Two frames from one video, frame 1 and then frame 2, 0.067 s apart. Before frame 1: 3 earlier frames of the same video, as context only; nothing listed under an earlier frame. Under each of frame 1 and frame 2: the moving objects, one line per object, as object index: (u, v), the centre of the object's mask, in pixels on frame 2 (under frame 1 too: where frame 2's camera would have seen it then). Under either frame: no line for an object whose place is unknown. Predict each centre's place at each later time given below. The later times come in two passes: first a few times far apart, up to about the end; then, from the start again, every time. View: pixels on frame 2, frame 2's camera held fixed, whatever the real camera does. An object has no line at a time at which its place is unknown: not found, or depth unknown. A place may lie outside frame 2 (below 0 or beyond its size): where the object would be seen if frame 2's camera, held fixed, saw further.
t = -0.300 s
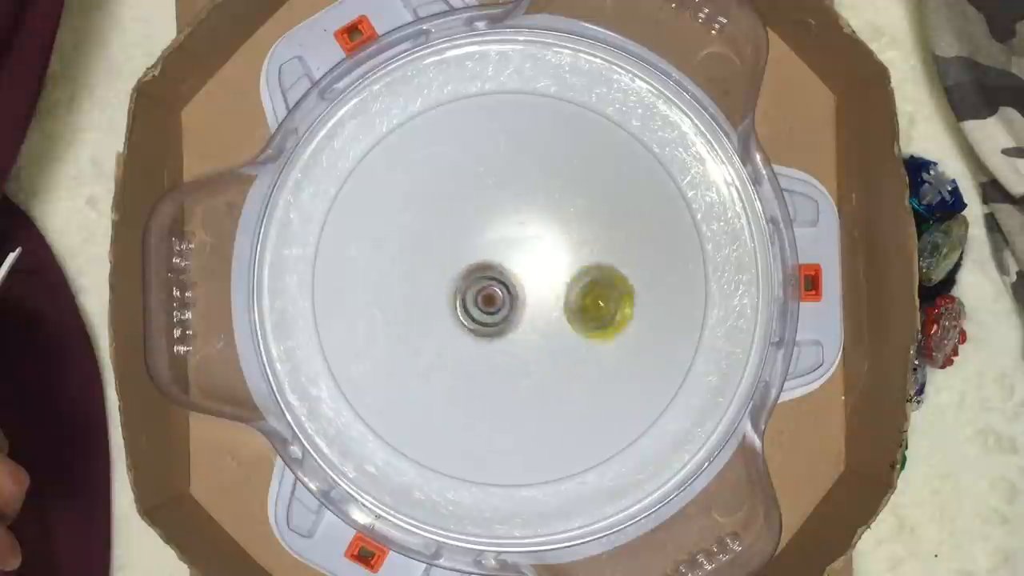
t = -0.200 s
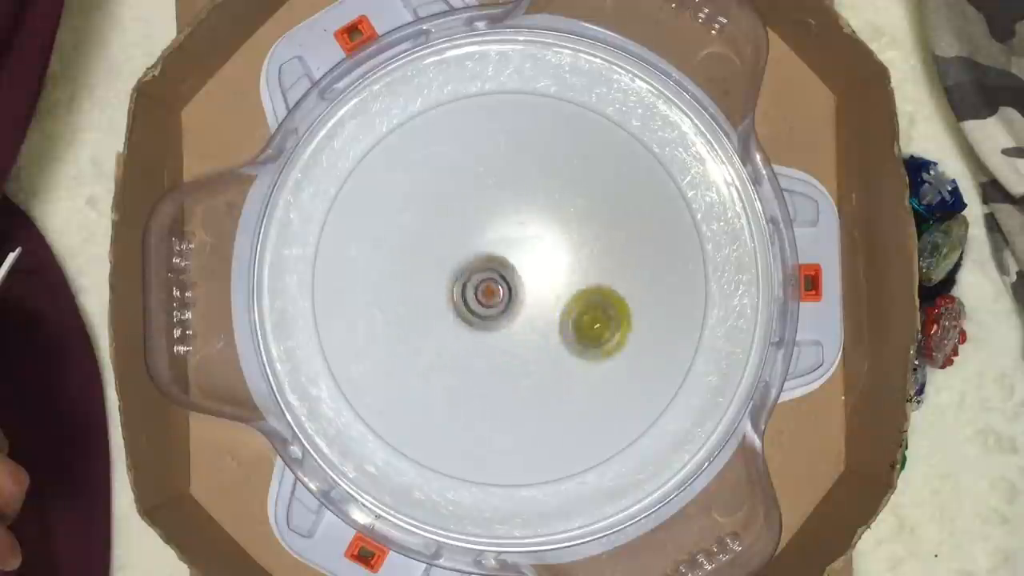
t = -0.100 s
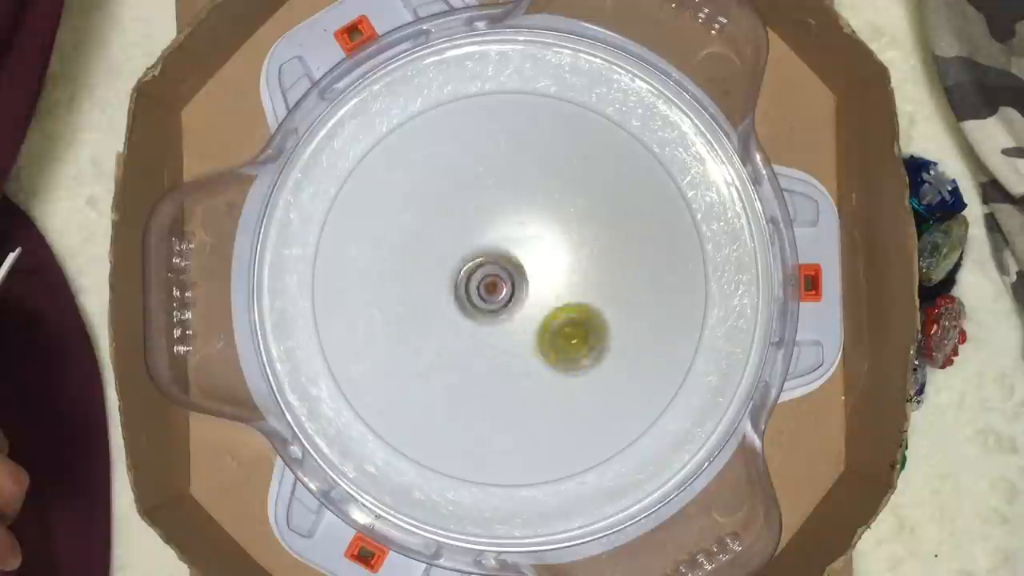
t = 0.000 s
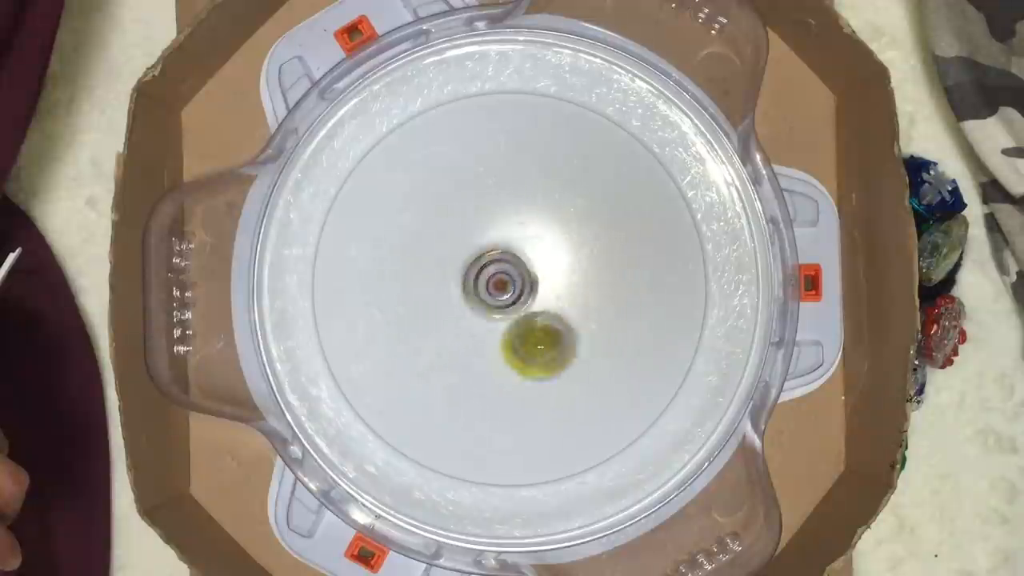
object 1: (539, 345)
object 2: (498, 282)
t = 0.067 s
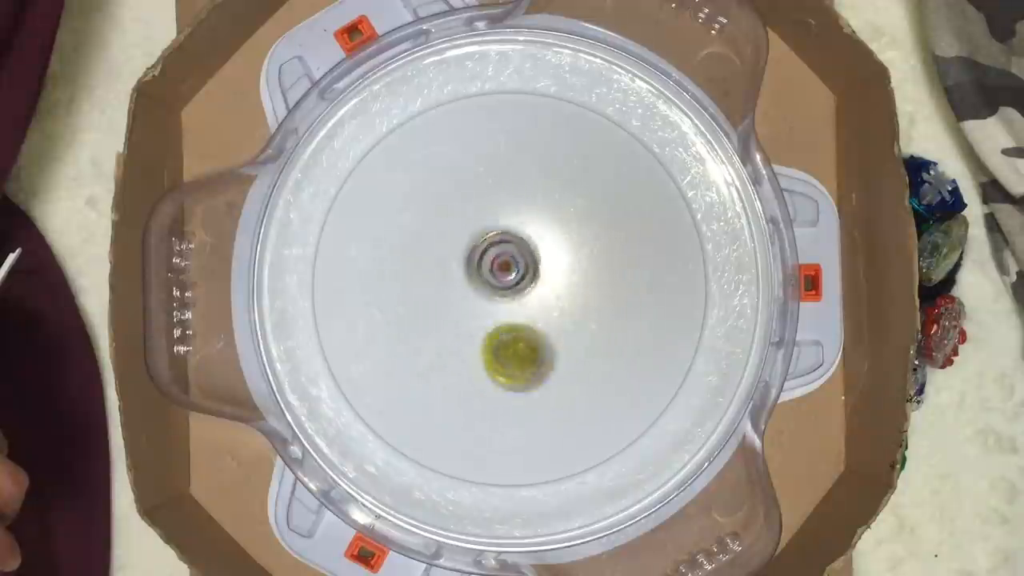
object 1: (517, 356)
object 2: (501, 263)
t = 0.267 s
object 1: (476, 343)
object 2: (519, 258)
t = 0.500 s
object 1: (458, 311)
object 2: (572, 265)
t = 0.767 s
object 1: (487, 306)
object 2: (577, 267)
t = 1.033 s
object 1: (489, 319)
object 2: (564, 259)
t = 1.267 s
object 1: (492, 317)
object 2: (548, 253)
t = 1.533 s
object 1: (505, 317)
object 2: (541, 245)
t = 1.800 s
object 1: (506, 325)
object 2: (534, 249)
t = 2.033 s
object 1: (496, 320)
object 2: (547, 248)
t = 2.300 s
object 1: (511, 313)
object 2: (578, 258)
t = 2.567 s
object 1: (453, 326)
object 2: (618, 292)
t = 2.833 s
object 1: (469, 304)
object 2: (548, 316)
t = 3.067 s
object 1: (473, 258)
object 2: (570, 339)
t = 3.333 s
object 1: (504, 281)
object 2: (563, 331)
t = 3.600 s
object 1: (498, 273)
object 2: (541, 328)
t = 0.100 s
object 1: (507, 361)
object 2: (504, 256)
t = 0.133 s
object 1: (497, 362)
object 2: (506, 252)
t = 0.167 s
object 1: (487, 361)
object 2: (510, 251)
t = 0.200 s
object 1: (481, 356)
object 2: (513, 253)
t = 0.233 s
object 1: (477, 350)
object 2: (516, 255)
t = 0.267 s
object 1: (476, 343)
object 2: (519, 258)
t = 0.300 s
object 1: (475, 335)
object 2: (521, 262)
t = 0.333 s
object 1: (475, 325)
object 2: (524, 266)
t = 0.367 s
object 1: (468, 320)
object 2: (530, 262)
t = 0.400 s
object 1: (461, 319)
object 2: (543, 263)
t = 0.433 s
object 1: (456, 317)
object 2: (555, 261)
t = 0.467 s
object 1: (457, 314)
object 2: (565, 262)
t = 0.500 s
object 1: (458, 311)
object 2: (572, 265)
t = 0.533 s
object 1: (463, 309)
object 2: (576, 268)
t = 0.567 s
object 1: (466, 306)
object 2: (575, 270)
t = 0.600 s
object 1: (472, 305)
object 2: (572, 272)
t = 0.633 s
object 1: (478, 303)
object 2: (568, 271)
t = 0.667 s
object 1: (486, 302)
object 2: (565, 271)
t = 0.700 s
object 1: (491, 302)
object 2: (566, 270)
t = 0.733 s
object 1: (489, 303)
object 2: (573, 269)
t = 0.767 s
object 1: (487, 306)
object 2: (577, 267)
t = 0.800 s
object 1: (488, 306)
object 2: (578, 265)
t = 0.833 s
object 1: (491, 310)
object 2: (575, 266)
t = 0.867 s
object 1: (490, 311)
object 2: (572, 265)
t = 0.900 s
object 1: (491, 314)
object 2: (570, 264)
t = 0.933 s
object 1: (488, 315)
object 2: (568, 263)
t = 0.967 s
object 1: (489, 317)
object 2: (568, 262)
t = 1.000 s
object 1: (488, 319)
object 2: (565, 261)
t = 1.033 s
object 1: (489, 319)
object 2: (564, 259)
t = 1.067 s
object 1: (487, 320)
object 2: (561, 259)
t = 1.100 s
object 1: (488, 319)
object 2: (558, 258)
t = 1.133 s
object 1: (488, 320)
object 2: (557, 258)
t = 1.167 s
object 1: (489, 319)
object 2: (554, 255)
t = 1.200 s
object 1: (490, 319)
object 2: (553, 254)
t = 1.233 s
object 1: (490, 317)
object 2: (548, 253)
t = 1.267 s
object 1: (492, 317)
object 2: (548, 253)
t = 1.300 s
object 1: (493, 316)
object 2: (545, 251)
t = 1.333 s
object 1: (497, 316)
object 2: (545, 249)
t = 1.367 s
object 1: (497, 315)
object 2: (544, 248)
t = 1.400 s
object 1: (500, 315)
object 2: (543, 247)
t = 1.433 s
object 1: (501, 316)
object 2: (543, 245)
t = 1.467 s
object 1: (503, 316)
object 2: (543, 244)
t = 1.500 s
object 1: (503, 317)
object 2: (544, 245)
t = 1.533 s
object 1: (505, 317)
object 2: (541, 245)
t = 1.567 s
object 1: (507, 319)
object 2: (540, 244)
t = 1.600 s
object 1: (508, 320)
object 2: (539, 246)
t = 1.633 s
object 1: (509, 321)
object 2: (538, 247)
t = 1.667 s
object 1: (507, 322)
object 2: (538, 247)
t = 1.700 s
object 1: (506, 325)
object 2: (538, 246)
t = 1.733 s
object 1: (505, 324)
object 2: (538, 248)
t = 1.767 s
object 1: (507, 323)
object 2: (536, 250)
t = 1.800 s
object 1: (506, 325)
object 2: (534, 249)
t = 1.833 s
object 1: (506, 324)
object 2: (532, 250)
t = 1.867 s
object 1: (505, 325)
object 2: (530, 249)
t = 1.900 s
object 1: (505, 322)
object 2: (529, 249)
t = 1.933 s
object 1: (505, 321)
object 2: (527, 250)
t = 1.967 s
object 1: (505, 319)
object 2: (530, 252)
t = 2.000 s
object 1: (501, 319)
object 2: (540, 250)
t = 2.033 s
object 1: (496, 320)
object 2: (547, 248)
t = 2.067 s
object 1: (494, 317)
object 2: (554, 245)
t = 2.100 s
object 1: (495, 315)
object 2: (560, 244)
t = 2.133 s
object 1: (497, 312)
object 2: (566, 242)
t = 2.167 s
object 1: (501, 312)
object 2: (570, 244)
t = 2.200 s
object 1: (504, 312)
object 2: (573, 246)
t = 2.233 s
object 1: (506, 312)
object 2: (576, 249)
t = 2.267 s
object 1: (509, 313)
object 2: (577, 253)
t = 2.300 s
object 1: (511, 313)
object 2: (578, 258)
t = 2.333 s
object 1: (513, 314)
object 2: (576, 263)
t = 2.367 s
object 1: (514, 316)
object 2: (572, 270)
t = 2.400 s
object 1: (503, 318)
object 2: (583, 274)
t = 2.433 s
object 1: (485, 321)
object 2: (596, 280)
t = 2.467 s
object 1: (472, 322)
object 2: (602, 283)
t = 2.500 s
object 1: (464, 324)
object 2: (608, 283)
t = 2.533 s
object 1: (458, 326)
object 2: (615, 285)
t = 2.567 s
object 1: (453, 326)
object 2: (618, 292)
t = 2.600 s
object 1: (450, 325)
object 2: (615, 301)
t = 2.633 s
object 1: (448, 324)
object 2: (606, 305)
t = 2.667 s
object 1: (448, 322)
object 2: (599, 304)
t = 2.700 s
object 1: (450, 319)
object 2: (591, 306)
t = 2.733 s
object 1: (452, 315)
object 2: (583, 308)
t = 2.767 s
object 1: (456, 311)
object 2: (574, 311)
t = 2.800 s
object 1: (461, 307)
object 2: (563, 314)
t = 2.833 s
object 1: (469, 304)
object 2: (548, 316)
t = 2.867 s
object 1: (463, 292)
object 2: (551, 323)
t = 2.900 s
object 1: (458, 283)
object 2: (557, 328)
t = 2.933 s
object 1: (454, 275)
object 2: (562, 332)
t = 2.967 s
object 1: (454, 267)
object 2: (565, 335)
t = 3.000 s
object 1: (457, 260)
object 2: (567, 337)
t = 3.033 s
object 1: (465, 257)
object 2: (569, 338)
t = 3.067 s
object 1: (473, 258)
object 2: (570, 339)
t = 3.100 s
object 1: (480, 262)
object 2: (570, 339)
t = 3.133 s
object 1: (485, 266)
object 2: (570, 338)
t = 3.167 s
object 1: (488, 270)
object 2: (568, 337)
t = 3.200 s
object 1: (493, 273)
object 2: (565, 336)
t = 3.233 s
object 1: (497, 277)
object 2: (563, 333)
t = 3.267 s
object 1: (503, 280)
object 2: (560, 329)
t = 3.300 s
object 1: (505, 282)
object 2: (561, 329)
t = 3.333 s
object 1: (504, 281)
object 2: (563, 331)
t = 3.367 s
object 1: (504, 280)
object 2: (563, 332)
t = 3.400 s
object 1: (504, 280)
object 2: (562, 332)
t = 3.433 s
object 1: (503, 280)
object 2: (560, 330)
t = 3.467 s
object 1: (502, 280)
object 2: (557, 330)
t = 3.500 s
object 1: (501, 278)
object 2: (555, 329)
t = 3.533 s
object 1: (501, 277)
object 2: (551, 328)
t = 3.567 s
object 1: (500, 275)
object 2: (546, 328)
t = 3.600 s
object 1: (498, 273)
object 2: (541, 328)
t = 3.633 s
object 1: (496, 273)
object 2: (535, 327)
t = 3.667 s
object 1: (495, 272)
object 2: (530, 326)
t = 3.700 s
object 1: (493, 271)
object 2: (527, 326)
